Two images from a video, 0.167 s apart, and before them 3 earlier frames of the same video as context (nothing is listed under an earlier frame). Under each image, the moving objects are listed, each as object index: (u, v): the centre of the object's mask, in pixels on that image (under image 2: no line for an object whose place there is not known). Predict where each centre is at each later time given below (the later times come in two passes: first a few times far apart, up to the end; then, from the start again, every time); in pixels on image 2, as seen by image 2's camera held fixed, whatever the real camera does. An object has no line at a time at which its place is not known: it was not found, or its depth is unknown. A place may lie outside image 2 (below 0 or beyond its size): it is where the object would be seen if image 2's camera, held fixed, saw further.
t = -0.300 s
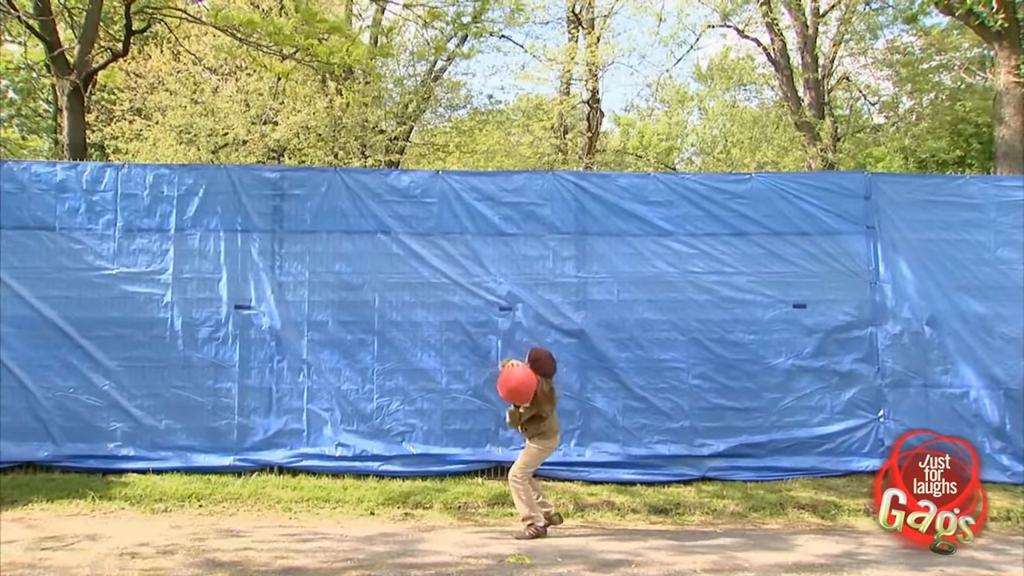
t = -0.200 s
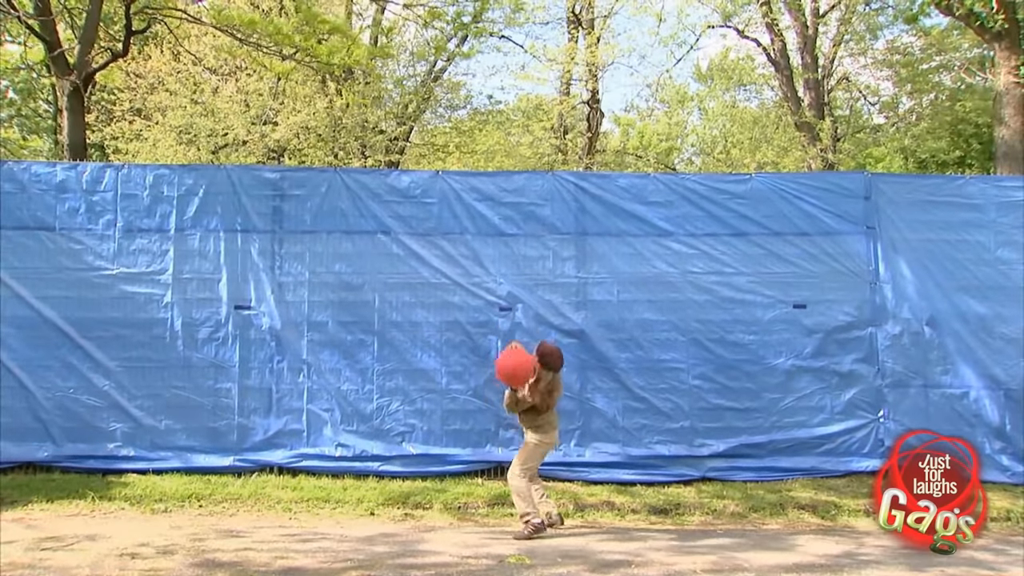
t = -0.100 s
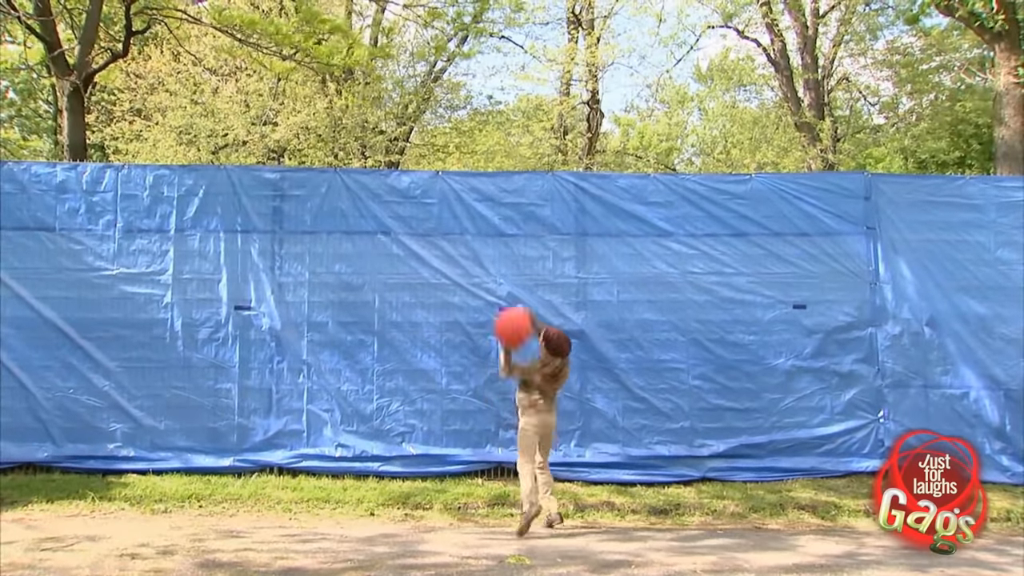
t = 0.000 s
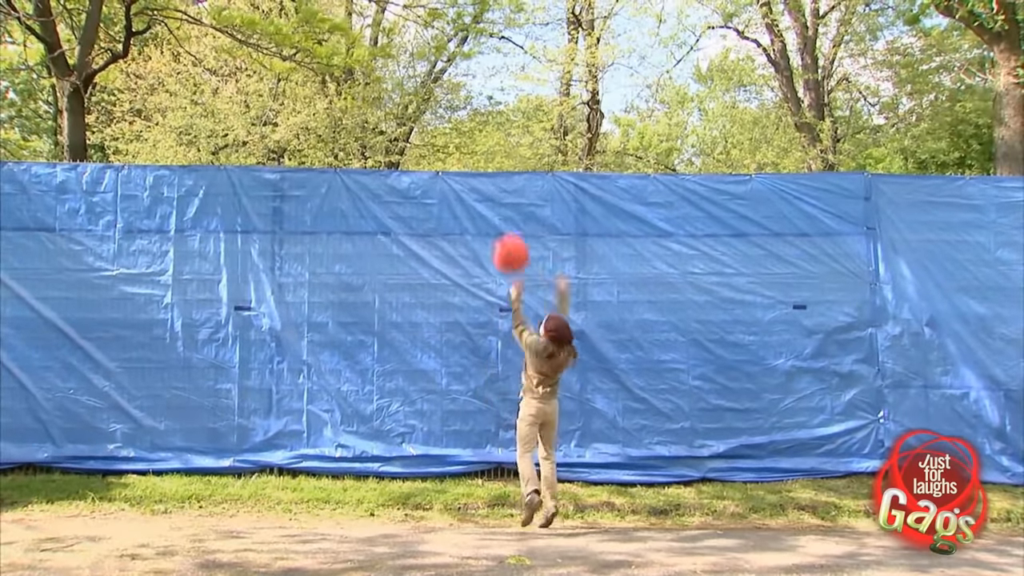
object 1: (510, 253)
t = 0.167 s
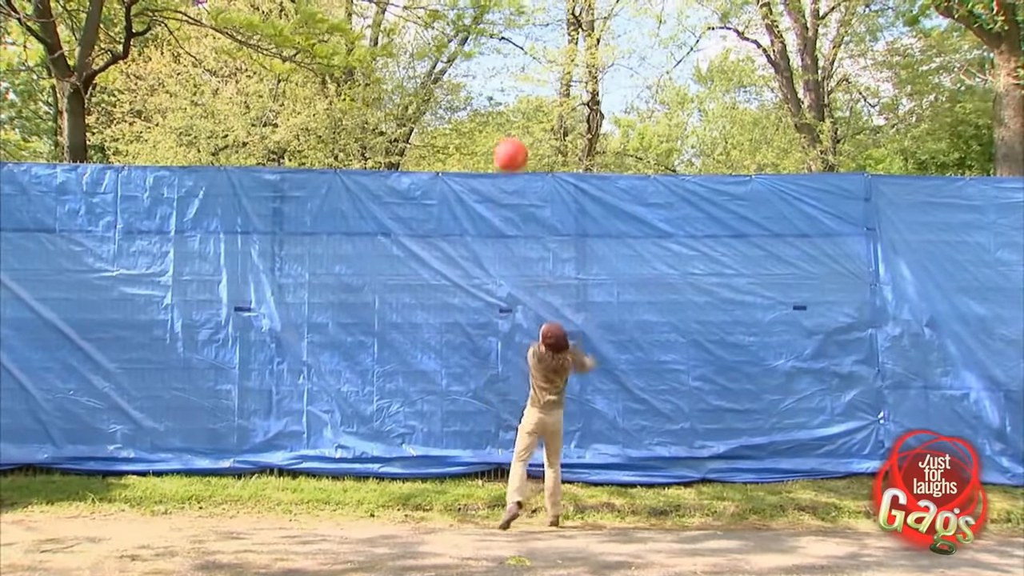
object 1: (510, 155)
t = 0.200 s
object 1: (511, 140)
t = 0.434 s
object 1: (515, 90)
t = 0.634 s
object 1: (518, 104)
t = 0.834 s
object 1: (523, 158)
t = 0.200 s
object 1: (511, 140)
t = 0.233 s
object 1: (511, 128)
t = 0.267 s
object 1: (512, 118)
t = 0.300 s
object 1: (512, 109)
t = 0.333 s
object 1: (513, 102)
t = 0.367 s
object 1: (513, 96)
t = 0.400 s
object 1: (514, 92)
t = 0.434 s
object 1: (515, 90)
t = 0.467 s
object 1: (515, 90)
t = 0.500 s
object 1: (515, 90)
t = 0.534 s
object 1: (516, 91)
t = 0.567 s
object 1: (517, 94)
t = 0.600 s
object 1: (517, 98)
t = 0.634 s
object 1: (518, 104)
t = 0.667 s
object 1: (519, 110)
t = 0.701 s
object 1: (520, 117)
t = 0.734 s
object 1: (520, 126)
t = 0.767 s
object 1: (520, 135)
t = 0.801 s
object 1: (522, 146)
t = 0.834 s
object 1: (523, 158)
